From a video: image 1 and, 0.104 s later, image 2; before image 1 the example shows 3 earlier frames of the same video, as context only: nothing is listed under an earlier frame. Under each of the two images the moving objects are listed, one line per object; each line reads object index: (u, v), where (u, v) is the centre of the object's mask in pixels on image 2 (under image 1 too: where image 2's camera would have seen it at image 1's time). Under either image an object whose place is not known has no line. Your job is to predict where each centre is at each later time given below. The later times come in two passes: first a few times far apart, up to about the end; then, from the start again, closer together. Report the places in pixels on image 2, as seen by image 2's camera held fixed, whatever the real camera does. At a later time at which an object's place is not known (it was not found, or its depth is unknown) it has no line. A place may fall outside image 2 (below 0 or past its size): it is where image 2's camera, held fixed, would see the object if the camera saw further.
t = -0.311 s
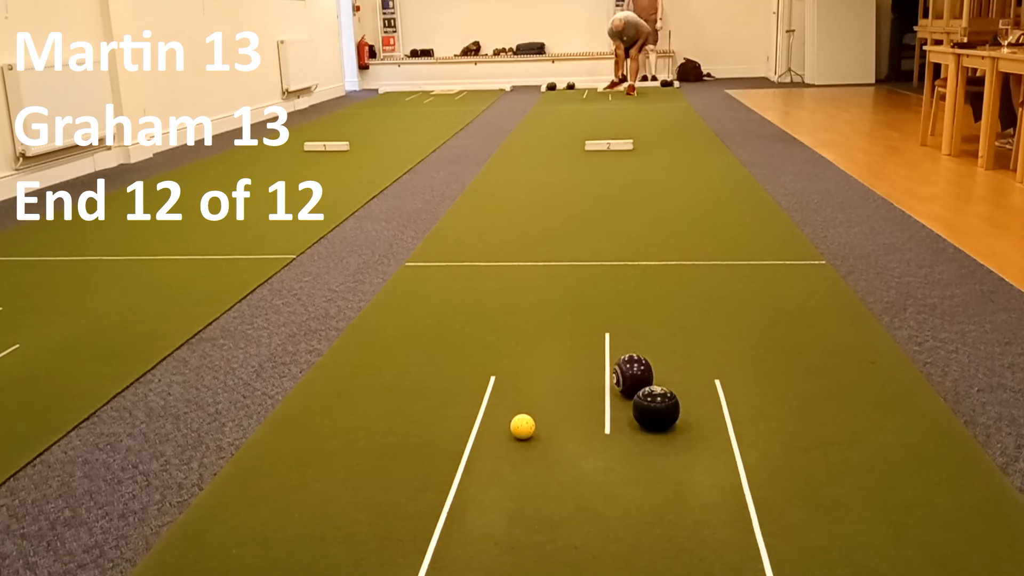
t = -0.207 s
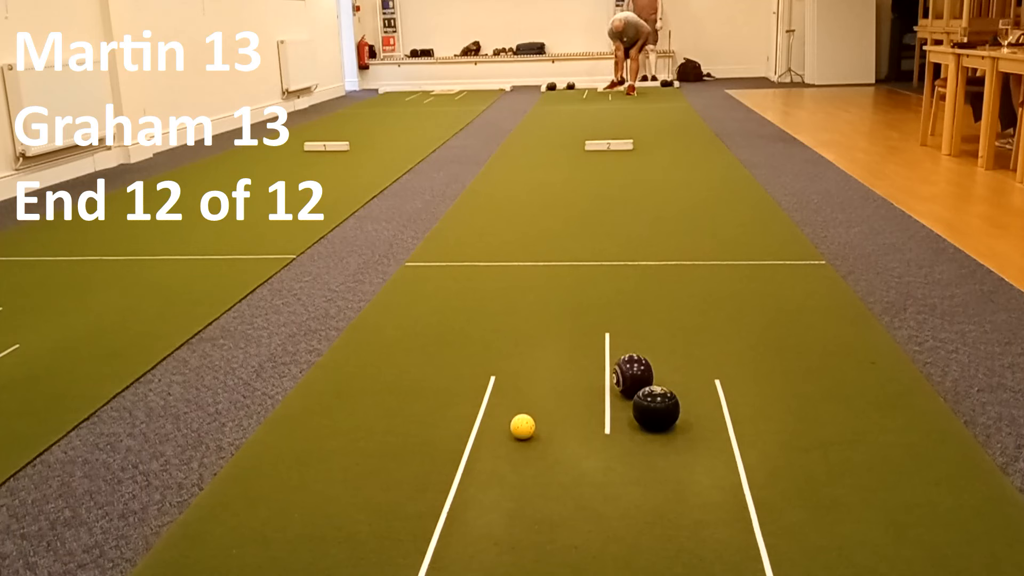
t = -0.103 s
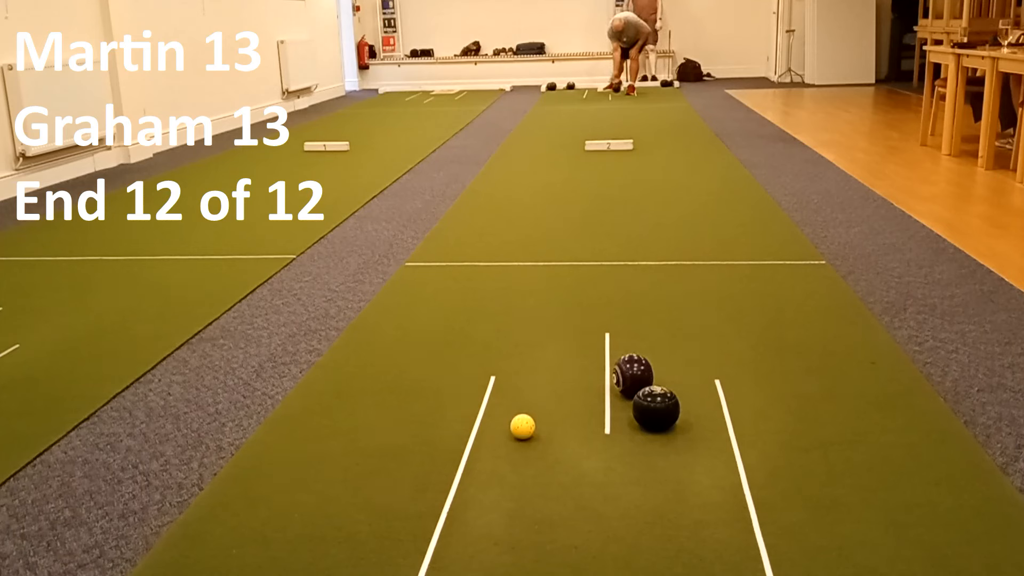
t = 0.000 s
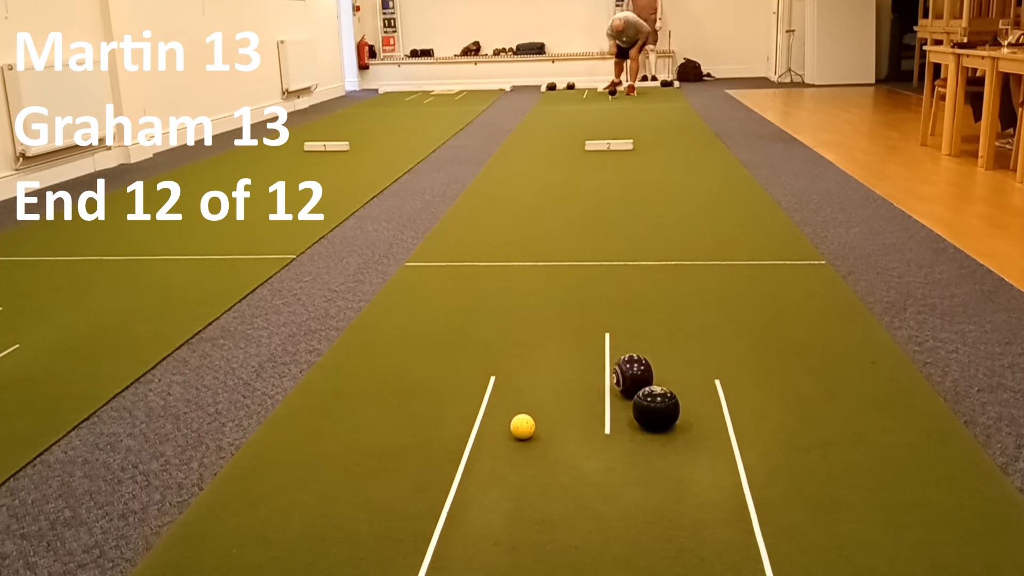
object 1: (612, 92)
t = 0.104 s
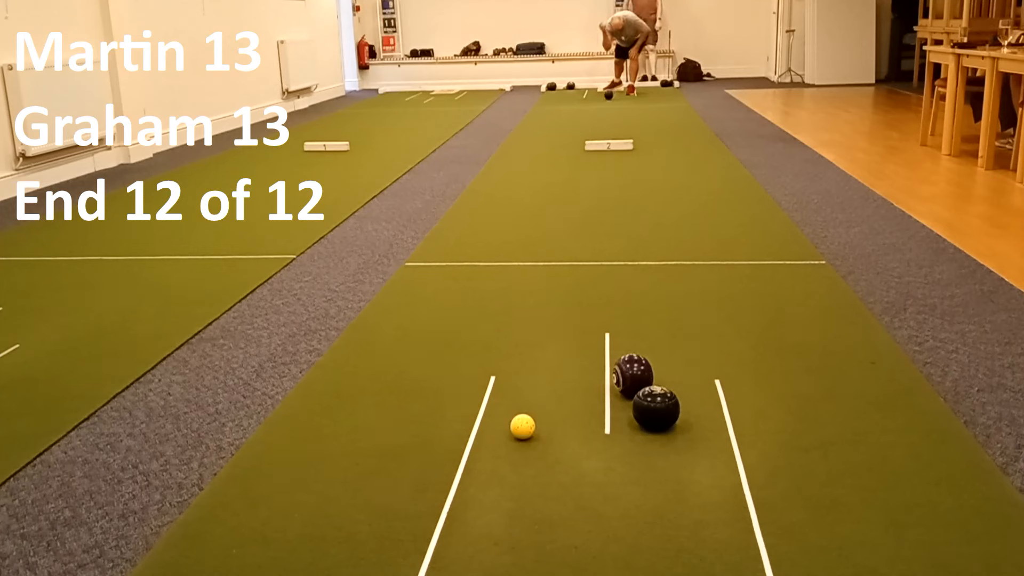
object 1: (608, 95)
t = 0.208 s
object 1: (605, 97)
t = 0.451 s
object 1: (597, 100)
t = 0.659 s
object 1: (590, 104)
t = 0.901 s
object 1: (582, 108)
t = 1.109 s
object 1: (574, 111)
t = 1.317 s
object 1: (566, 116)
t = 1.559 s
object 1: (558, 120)
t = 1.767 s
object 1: (551, 124)
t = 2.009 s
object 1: (543, 129)
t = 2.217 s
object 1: (536, 133)
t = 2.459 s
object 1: (529, 139)
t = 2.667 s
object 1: (522, 144)
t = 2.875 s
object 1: (516, 150)
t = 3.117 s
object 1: (509, 156)
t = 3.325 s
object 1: (504, 161)
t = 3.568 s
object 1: (498, 168)
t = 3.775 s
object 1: (494, 174)
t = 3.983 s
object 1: (489, 181)
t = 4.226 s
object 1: (484, 188)
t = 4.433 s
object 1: (481, 195)
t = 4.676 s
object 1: (478, 203)
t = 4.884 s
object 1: (476, 209)
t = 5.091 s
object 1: (475, 216)
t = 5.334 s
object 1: (475, 226)
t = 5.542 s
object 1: (476, 233)
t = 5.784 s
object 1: (477, 241)
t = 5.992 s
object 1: (480, 248)
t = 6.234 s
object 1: (484, 256)
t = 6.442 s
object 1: (488, 263)
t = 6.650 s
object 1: (493, 270)
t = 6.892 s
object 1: (501, 278)
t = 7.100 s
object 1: (508, 284)
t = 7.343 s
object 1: (515, 290)
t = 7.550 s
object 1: (522, 294)
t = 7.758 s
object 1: (529, 299)
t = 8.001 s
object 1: (538, 303)
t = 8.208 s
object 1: (545, 306)
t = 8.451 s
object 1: (551, 308)
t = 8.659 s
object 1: (555, 309)
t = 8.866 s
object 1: (556, 309)
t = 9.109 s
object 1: (556, 309)
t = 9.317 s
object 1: (556, 309)
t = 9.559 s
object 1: (556, 309)
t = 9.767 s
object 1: (556, 309)
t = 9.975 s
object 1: (556, 309)
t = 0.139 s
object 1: (607, 95)
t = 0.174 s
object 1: (606, 96)
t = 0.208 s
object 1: (605, 97)
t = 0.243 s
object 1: (604, 97)
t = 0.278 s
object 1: (602, 97)
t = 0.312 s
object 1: (601, 98)
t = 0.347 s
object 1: (600, 99)
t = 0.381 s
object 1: (599, 99)
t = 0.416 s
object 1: (598, 100)
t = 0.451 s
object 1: (597, 100)
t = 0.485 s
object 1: (596, 101)
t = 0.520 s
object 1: (594, 101)
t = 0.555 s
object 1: (593, 102)
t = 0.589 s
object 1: (592, 103)
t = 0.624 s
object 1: (591, 103)
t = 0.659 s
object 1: (590, 104)
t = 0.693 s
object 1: (589, 104)
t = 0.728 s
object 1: (588, 105)
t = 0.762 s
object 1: (587, 105)
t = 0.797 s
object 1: (585, 106)
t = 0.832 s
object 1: (584, 106)
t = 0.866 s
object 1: (583, 107)
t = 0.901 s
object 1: (582, 108)
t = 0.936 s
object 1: (581, 108)
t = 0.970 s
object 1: (579, 109)
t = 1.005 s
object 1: (578, 110)
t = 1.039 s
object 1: (577, 110)
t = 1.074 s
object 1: (576, 111)
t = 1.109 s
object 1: (574, 111)
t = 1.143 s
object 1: (573, 112)
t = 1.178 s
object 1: (571, 113)
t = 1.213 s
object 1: (570, 114)
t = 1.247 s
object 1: (568, 114)
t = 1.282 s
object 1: (567, 115)
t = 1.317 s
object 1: (566, 116)
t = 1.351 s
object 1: (565, 116)
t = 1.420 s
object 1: (562, 118)
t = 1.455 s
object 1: (561, 118)
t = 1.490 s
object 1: (560, 119)
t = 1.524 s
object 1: (559, 119)
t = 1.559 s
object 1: (558, 120)
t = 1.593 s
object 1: (557, 121)
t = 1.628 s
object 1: (555, 121)
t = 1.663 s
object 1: (554, 122)
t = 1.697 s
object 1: (553, 123)
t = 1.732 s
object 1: (552, 123)
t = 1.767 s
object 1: (551, 124)
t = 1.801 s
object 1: (550, 125)
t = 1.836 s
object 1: (549, 125)
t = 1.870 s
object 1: (548, 126)
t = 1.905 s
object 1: (546, 127)
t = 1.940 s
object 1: (545, 128)
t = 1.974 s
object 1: (544, 128)
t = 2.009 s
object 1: (543, 129)
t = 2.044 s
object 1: (542, 130)
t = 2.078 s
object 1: (541, 130)
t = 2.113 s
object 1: (540, 131)
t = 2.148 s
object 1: (539, 132)
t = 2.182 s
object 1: (538, 133)
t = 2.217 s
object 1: (536, 133)
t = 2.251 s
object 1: (535, 134)
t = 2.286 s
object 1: (534, 135)
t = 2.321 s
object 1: (533, 136)
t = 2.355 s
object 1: (532, 136)
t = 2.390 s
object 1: (531, 137)
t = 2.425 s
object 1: (530, 138)
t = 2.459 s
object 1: (529, 139)
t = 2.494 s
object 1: (528, 140)
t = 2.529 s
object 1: (527, 140)
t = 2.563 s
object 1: (525, 142)
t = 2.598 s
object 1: (524, 143)
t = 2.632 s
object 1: (523, 144)
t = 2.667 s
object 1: (522, 144)
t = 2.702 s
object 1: (521, 145)
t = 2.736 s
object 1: (520, 146)
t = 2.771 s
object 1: (519, 147)
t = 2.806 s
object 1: (518, 148)
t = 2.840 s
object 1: (517, 149)
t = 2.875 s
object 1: (516, 150)
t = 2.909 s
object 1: (515, 150)
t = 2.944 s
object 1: (514, 151)
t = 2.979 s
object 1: (513, 152)
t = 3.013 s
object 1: (512, 153)
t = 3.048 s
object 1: (511, 154)
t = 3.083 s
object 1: (510, 155)
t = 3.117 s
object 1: (509, 156)
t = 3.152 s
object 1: (508, 157)
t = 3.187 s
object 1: (507, 158)
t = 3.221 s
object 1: (506, 159)
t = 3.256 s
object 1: (506, 159)
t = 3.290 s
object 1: (505, 160)
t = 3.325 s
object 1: (504, 161)
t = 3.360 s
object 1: (503, 162)
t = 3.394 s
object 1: (502, 163)
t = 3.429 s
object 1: (501, 164)
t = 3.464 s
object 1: (501, 165)
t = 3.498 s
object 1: (500, 166)
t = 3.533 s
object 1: (499, 167)
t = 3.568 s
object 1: (498, 168)
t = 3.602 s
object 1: (497, 169)
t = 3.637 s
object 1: (497, 170)
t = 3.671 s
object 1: (496, 171)
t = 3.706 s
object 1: (495, 172)
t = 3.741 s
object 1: (494, 173)
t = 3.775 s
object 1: (494, 174)
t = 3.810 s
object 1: (493, 175)
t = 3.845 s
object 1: (492, 176)
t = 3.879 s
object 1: (491, 177)
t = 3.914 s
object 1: (490, 179)
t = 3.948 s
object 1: (490, 180)
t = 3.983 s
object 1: (489, 181)
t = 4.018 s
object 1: (488, 182)
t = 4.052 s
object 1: (487, 183)
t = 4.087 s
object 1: (487, 184)
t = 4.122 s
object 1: (486, 185)
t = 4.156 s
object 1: (485, 186)
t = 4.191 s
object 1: (485, 187)
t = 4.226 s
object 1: (484, 188)
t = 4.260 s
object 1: (484, 189)
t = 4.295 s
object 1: (483, 190)
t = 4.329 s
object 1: (483, 191)
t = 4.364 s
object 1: (482, 193)
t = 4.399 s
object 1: (481, 194)
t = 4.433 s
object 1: (481, 195)
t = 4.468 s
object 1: (480, 196)
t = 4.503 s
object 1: (480, 197)
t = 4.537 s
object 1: (479, 198)
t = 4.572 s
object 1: (479, 199)
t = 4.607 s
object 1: (479, 200)
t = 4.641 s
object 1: (478, 201)
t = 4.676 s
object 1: (478, 203)
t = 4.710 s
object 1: (477, 204)
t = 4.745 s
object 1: (477, 205)
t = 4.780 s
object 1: (477, 206)
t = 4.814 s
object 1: (476, 207)
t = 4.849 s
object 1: (476, 208)
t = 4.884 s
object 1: (476, 209)
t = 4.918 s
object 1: (476, 211)
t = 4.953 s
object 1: (475, 212)
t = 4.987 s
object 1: (475, 213)
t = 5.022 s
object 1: (475, 214)
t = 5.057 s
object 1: (475, 215)
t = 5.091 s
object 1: (475, 216)
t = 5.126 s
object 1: (475, 218)
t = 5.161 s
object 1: (475, 219)
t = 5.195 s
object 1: (475, 220)
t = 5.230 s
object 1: (475, 221)
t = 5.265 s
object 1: (475, 222)
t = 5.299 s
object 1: (475, 225)
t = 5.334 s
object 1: (475, 226)
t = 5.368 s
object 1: (475, 227)
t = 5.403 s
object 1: (475, 228)
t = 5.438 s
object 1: (475, 230)
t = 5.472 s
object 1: (475, 231)
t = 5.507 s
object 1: (475, 232)
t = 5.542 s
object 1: (476, 233)
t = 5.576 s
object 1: (476, 234)
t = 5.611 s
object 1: (476, 235)
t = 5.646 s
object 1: (476, 236)
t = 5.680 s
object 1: (477, 238)
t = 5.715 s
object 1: (477, 239)
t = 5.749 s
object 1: (477, 240)
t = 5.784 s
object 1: (477, 241)
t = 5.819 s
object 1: (478, 242)
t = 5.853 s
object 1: (478, 244)
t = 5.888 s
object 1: (478, 245)
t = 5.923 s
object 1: (479, 246)
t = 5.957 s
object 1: (479, 247)
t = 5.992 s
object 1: (480, 248)
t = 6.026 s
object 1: (480, 249)
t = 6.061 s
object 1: (481, 250)
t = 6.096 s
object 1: (481, 252)
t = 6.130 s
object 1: (482, 253)
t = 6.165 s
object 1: (483, 254)
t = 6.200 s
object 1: (483, 255)
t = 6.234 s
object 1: (484, 256)
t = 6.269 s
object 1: (485, 257)
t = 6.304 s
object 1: (485, 258)
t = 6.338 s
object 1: (486, 260)
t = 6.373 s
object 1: (486, 261)
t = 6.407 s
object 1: (487, 262)
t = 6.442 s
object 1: (488, 263)
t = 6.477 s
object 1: (489, 264)
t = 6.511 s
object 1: (489, 265)
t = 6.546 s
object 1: (490, 266)
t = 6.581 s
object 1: (491, 267)
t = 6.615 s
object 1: (492, 269)
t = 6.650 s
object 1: (493, 270)
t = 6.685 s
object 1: (495, 272)
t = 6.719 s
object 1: (496, 273)
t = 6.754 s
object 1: (497, 274)
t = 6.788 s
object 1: (498, 275)
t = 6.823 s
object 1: (499, 276)
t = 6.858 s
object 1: (500, 277)
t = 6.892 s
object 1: (501, 278)
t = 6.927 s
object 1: (502, 279)
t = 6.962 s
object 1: (503, 280)
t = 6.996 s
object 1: (504, 281)
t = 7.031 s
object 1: (505, 282)
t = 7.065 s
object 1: (506, 283)
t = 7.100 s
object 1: (508, 284)
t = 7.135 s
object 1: (509, 284)
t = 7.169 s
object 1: (510, 285)
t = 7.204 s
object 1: (511, 286)
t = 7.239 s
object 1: (512, 287)
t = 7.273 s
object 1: (513, 288)
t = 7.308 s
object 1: (514, 289)
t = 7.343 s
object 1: (515, 290)
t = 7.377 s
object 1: (517, 291)
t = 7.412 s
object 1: (518, 291)
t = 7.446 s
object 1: (519, 292)
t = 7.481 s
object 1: (520, 293)
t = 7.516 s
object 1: (521, 294)
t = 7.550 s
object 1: (522, 294)
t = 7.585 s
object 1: (524, 295)
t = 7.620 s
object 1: (525, 296)
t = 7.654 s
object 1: (526, 297)
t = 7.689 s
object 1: (527, 297)
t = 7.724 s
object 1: (528, 298)
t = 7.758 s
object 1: (529, 299)
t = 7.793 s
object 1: (531, 299)
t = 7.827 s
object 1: (532, 300)
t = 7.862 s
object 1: (533, 301)
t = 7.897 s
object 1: (534, 301)
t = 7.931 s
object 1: (535, 302)
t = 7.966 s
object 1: (536, 302)
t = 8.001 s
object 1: (538, 303)
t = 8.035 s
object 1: (539, 303)
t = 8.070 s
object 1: (541, 304)
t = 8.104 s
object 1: (542, 305)
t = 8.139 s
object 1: (543, 305)
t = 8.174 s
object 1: (544, 306)
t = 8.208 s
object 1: (545, 306)
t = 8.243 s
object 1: (546, 306)
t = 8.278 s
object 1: (547, 307)
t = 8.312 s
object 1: (548, 307)
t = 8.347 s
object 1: (549, 308)
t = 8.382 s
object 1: (549, 308)
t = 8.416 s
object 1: (550, 308)
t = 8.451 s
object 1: (551, 308)
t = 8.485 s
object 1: (552, 309)
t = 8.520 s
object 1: (552, 309)
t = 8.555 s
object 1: (553, 309)
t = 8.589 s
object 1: (554, 309)
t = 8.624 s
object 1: (554, 309)
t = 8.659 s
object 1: (555, 309)
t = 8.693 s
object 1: (555, 309)
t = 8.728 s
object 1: (556, 309)
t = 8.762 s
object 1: (556, 310)
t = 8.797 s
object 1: (556, 310)
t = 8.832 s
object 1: (556, 310)
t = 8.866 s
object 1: (556, 309)
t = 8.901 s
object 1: (557, 309)
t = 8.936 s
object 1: (557, 310)
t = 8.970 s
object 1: (557, 310)
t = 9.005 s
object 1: (556, 309)
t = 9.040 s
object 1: (556, 309)
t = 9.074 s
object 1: (556, 309)
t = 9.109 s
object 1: (556, 309)
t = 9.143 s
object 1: (556, 309)
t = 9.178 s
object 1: (556, 309)
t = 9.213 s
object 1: (556, 309)
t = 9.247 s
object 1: (556, 309)
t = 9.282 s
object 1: (556, 309)
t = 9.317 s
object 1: (556, 309)
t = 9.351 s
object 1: (556, 309)
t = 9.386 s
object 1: (556, 309)
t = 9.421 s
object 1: (556, 309)
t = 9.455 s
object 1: (556, 309)
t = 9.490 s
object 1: (556, 309)
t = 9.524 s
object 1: (556, 309)
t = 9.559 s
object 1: (556, 309)
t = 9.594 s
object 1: (556, 309)
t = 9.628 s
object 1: (556, 309)
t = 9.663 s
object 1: (556, 309)
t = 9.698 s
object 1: (556, 309)
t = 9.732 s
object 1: (556, 309)
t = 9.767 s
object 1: (556, 309)
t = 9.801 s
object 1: (556, 309)
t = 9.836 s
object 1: (556, 309)
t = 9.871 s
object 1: (556, 309)
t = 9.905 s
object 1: (556, 309)
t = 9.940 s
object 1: (556, 309)
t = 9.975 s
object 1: (556, 309)
